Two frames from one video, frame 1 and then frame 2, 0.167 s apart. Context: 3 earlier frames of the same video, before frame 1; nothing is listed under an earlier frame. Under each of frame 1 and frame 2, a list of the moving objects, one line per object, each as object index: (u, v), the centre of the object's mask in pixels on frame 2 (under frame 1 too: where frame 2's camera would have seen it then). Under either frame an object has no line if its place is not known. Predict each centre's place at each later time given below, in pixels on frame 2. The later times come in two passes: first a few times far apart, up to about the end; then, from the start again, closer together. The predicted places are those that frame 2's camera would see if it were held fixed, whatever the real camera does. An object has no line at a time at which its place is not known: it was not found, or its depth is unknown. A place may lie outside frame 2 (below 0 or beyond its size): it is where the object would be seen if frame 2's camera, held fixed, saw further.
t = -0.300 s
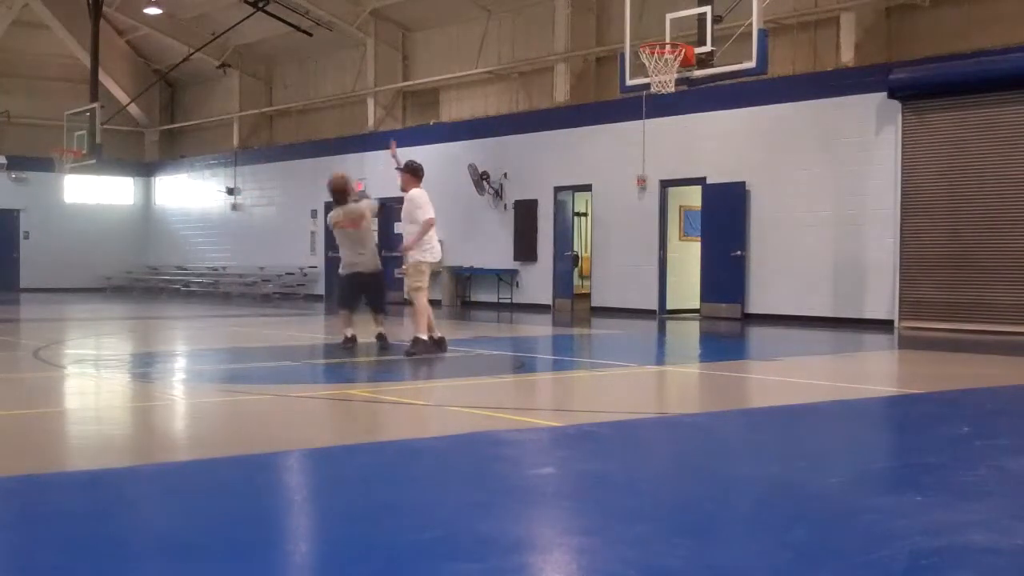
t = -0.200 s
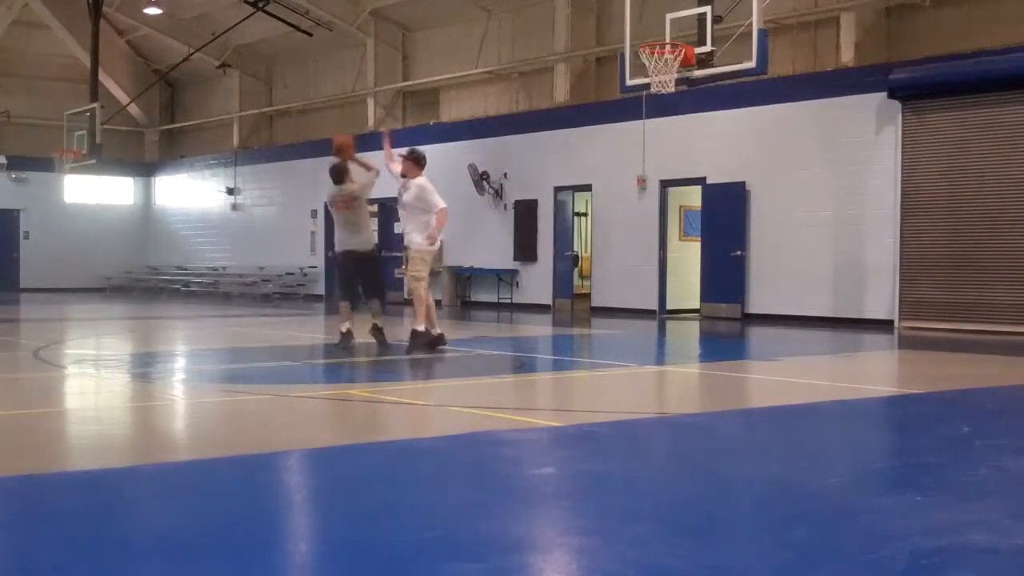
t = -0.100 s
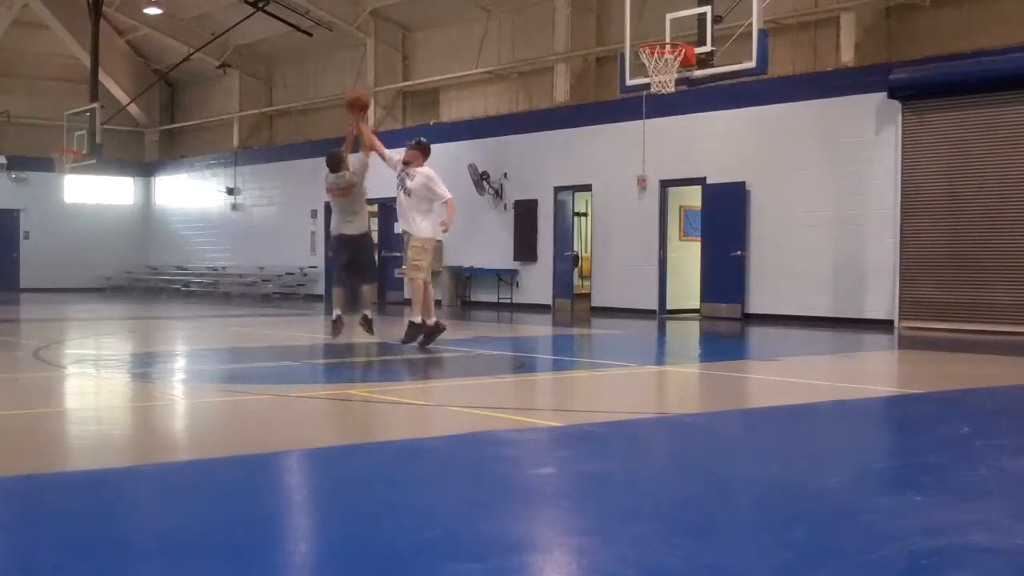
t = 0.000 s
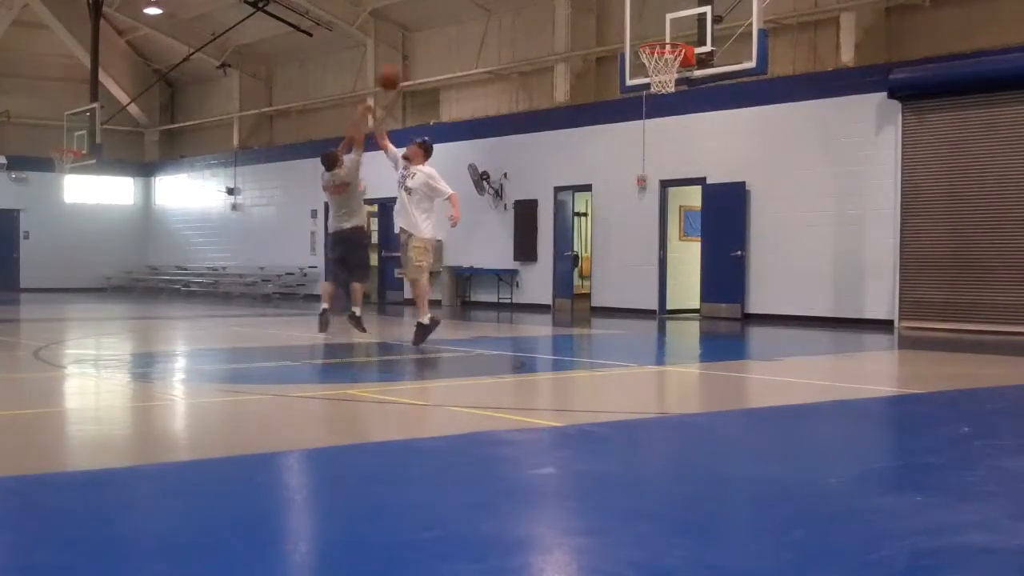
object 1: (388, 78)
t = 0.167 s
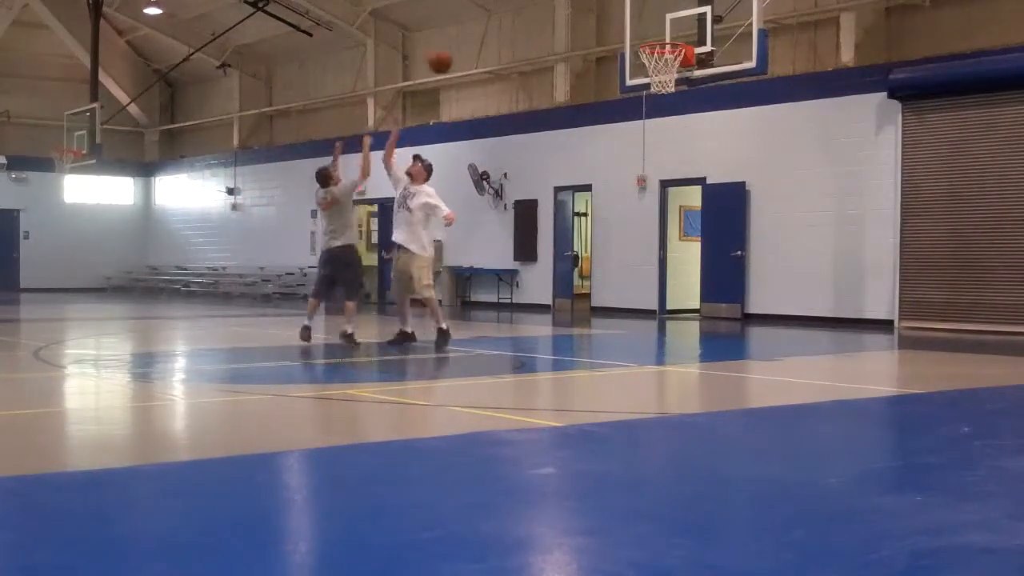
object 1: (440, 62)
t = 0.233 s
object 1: (460, 63)
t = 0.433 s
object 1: (524, 93)
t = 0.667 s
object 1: (597, 183)
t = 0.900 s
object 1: (670, 334)
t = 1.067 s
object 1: (701, 268)
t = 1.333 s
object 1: (746, 194)
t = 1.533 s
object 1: (779, 188)
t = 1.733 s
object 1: (811, 225)
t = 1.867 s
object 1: (832, 274)
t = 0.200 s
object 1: (450, 62)
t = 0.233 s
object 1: (460, 63)
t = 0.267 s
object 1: (471, 65)
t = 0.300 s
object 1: (482, 68)
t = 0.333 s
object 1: (492, 73)
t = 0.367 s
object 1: (503, 81)
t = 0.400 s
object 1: (513, 86)
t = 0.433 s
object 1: (524, 93)
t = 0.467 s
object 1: (534, 102)
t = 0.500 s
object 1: (545, 113)
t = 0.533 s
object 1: (555, 124)
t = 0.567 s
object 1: (565, 138)
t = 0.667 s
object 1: (597, 183)
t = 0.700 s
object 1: (608, 202)
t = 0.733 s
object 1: (618, 221)
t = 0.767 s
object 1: (628, 242)
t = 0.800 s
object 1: (639, 264)
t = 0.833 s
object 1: (649, 286)
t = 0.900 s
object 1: (670, 334)
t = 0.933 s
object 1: (677, 333)
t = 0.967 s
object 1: (683, 315)
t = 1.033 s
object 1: (695, 283)
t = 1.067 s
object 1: (701, 268)
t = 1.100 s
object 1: (706, 253)
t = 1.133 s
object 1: (713, 241)
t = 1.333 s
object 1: (746, 194)
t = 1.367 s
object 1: (751, 191)
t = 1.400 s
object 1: (757, 187)
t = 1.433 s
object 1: (762, 186)
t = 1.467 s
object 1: (768, 185)
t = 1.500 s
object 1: (773, 186)
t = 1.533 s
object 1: (779, 188)
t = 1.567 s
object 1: (784, 191)
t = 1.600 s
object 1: (790, 195)
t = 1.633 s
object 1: (795, 201)
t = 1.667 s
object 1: (800, 208)
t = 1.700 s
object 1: (805, 216)
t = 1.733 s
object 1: (811, 225)
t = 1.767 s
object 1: (816, 235)
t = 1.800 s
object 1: (821, 247)
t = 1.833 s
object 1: (826, 260)
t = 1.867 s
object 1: (832, 274)
